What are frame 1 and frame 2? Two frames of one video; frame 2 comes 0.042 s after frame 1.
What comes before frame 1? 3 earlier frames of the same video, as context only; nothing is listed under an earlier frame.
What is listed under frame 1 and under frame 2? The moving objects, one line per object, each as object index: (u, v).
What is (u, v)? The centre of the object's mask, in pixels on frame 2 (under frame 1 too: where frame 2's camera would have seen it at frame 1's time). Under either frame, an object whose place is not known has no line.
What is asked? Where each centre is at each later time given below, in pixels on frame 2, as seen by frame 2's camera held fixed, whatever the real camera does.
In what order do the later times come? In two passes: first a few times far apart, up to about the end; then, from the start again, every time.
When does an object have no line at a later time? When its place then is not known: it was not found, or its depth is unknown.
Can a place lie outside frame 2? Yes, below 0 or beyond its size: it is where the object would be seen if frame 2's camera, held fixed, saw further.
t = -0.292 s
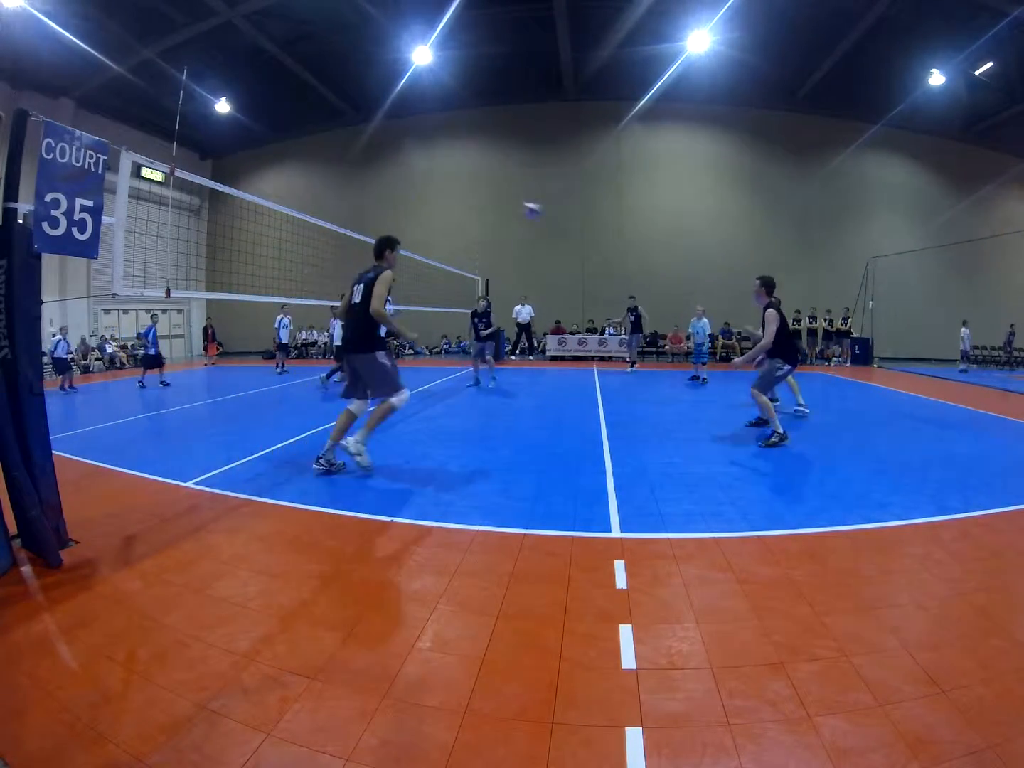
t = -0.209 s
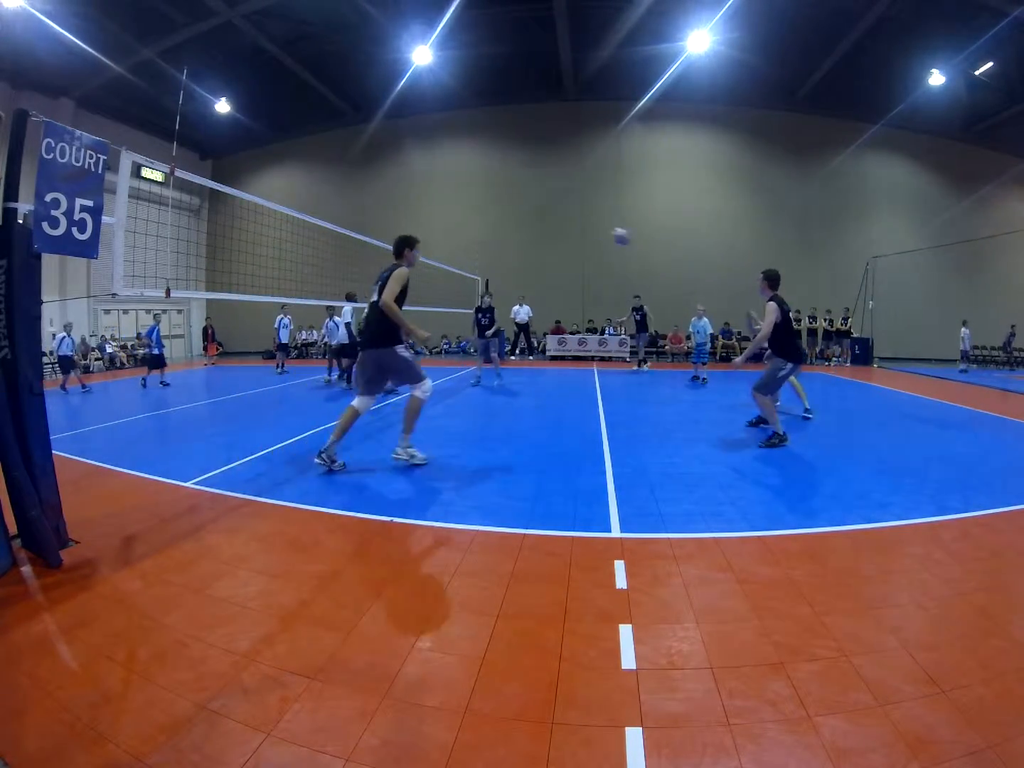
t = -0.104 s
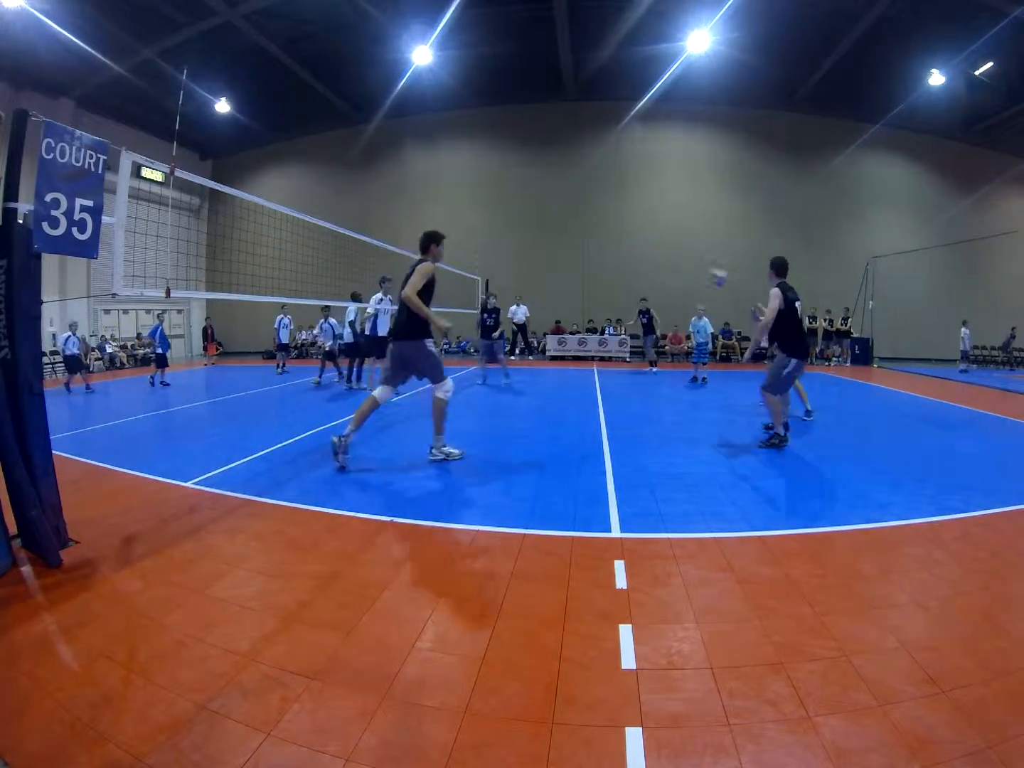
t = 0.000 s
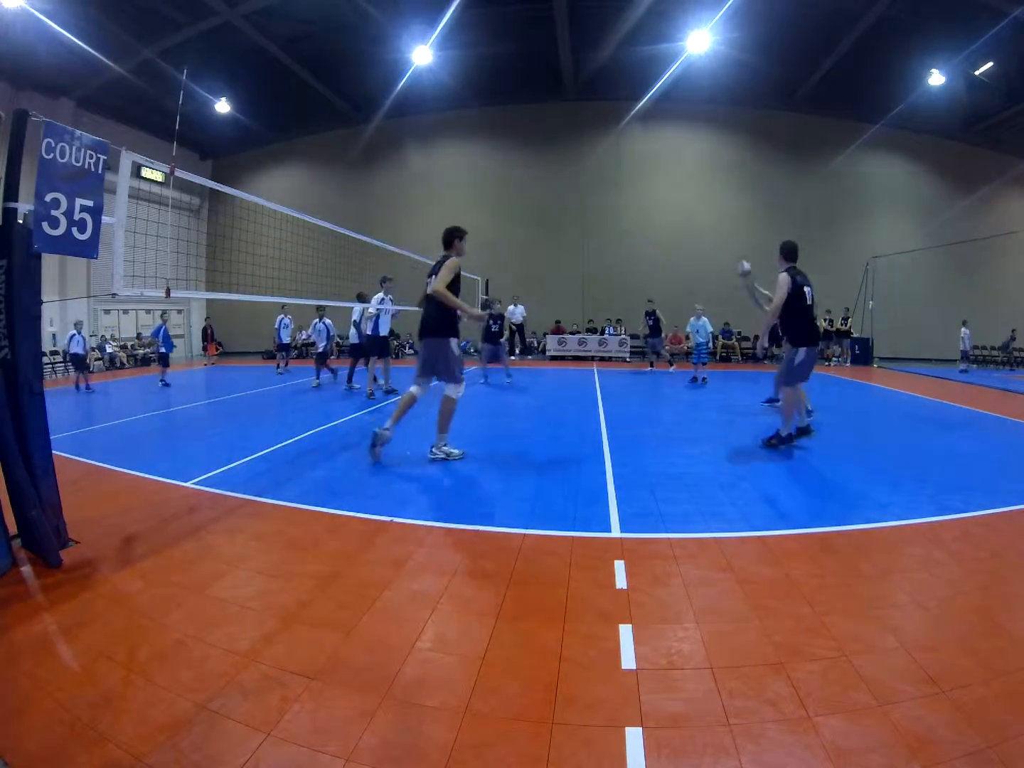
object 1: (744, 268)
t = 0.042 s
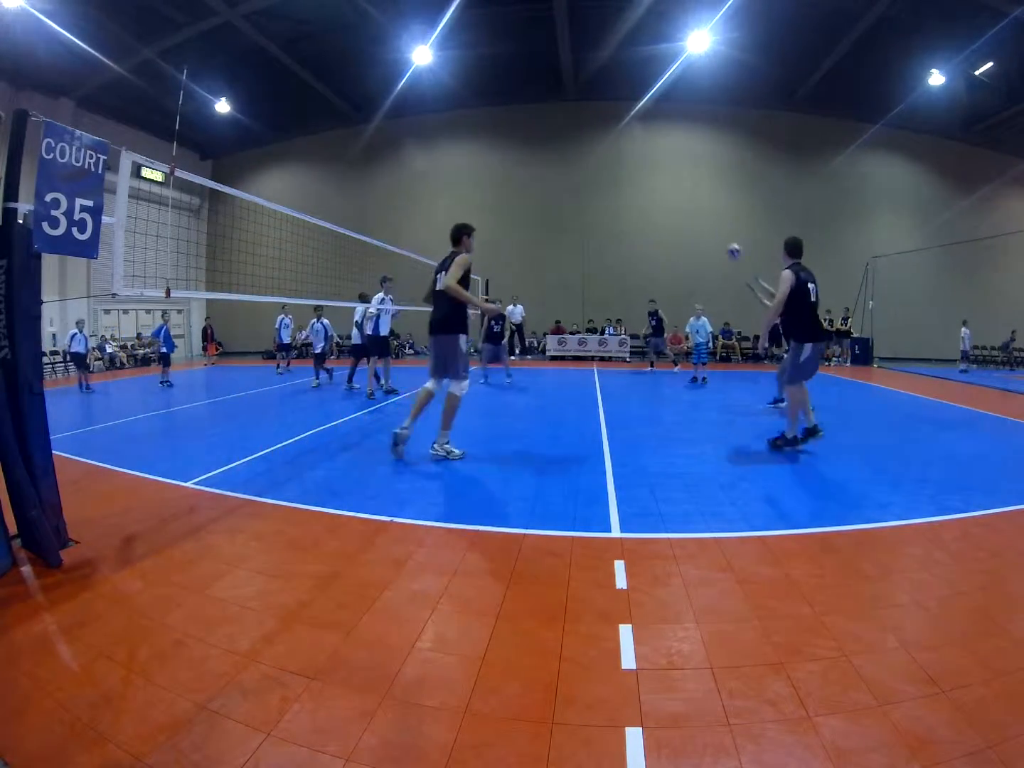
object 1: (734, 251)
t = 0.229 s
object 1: (688, 186)
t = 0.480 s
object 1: (636, 149)
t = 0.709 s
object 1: (593, 151)
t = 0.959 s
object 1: (555, 187)
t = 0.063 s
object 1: (728, 240)
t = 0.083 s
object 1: (723, 233)
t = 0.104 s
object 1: (718, 225)
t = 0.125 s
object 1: (713, 217)
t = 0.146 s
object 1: (708, 211)
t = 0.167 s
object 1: (703, 204)
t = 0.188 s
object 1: (697, 197)
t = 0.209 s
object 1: (692, 192)
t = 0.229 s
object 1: (688, 186)
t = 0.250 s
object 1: (683, 182)
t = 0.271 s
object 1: (678, 177)
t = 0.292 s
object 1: (673, 172)
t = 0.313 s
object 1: (669, 169)
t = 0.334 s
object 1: (665, 164)
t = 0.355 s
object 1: (660, 162)
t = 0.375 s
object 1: (655, 159)
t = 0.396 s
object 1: (651, 156)
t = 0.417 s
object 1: (647, 154)
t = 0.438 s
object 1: (643, 152)
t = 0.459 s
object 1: (639, 150)
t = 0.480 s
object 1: (636, 149)
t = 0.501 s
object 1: (631, 148)
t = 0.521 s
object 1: (627, 147)
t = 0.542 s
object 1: (622, 147)
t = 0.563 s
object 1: (620, 146)
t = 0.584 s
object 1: (616, 146)
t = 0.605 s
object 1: (612, 145)
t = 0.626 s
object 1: (609, 146)
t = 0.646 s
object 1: (605, 147)
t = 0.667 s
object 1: (601, 148)
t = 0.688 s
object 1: (597, 150)
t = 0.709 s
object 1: (593, 151)
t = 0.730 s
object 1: (591, 153)
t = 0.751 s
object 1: (587, 155)
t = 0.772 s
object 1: (584, 157)
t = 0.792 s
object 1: (579, 159)
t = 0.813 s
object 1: (576, 162)
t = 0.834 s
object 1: (573, 165)
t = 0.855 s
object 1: (570, 167)
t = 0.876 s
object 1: (567, 171)
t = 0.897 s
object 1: (563, 175)
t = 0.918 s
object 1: (561, 179)
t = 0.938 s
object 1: (558, 184)
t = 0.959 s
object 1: (555, 187)
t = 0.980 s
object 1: (552, 192)
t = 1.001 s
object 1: (547, 197)
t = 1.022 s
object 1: (546, 202)
